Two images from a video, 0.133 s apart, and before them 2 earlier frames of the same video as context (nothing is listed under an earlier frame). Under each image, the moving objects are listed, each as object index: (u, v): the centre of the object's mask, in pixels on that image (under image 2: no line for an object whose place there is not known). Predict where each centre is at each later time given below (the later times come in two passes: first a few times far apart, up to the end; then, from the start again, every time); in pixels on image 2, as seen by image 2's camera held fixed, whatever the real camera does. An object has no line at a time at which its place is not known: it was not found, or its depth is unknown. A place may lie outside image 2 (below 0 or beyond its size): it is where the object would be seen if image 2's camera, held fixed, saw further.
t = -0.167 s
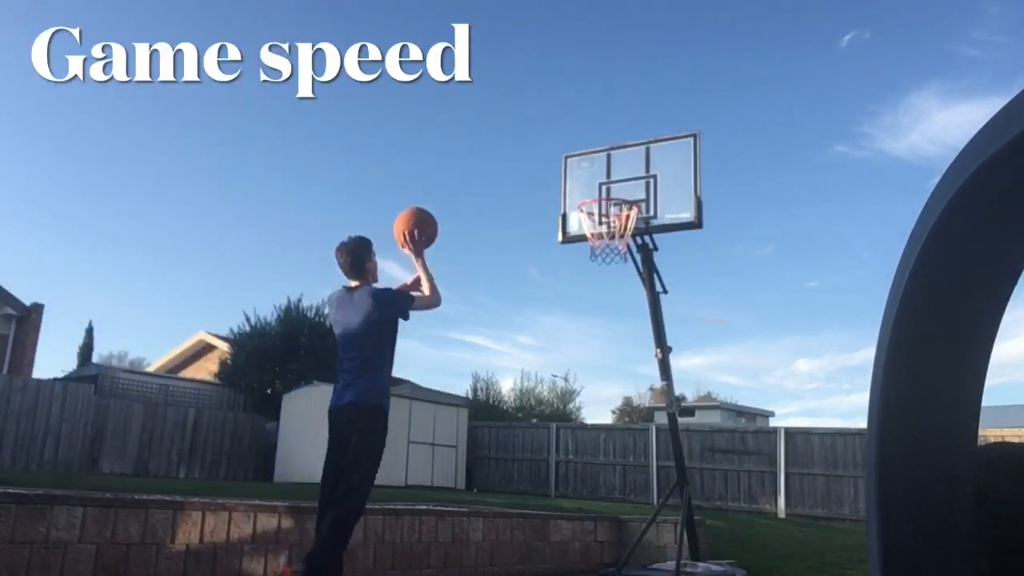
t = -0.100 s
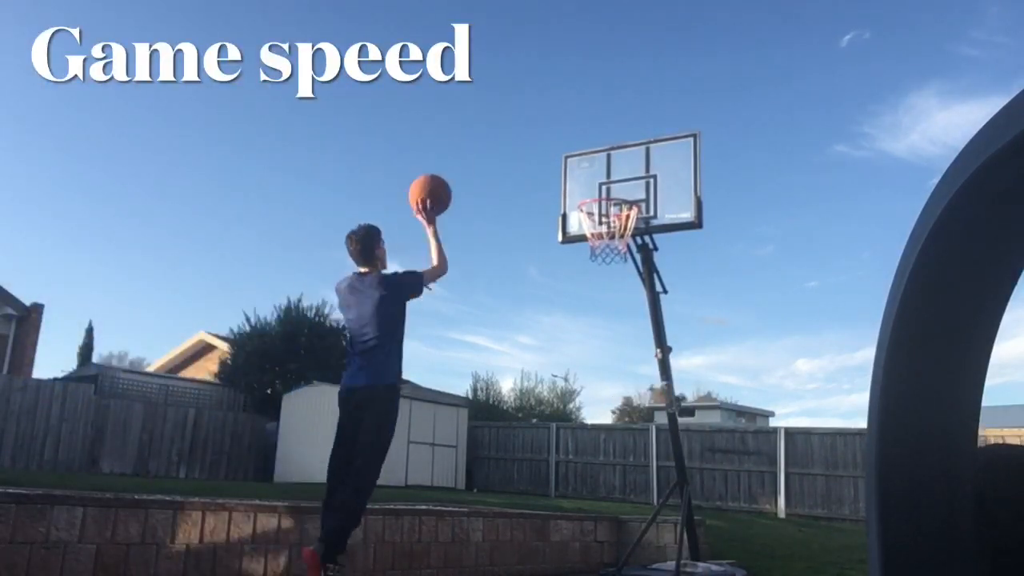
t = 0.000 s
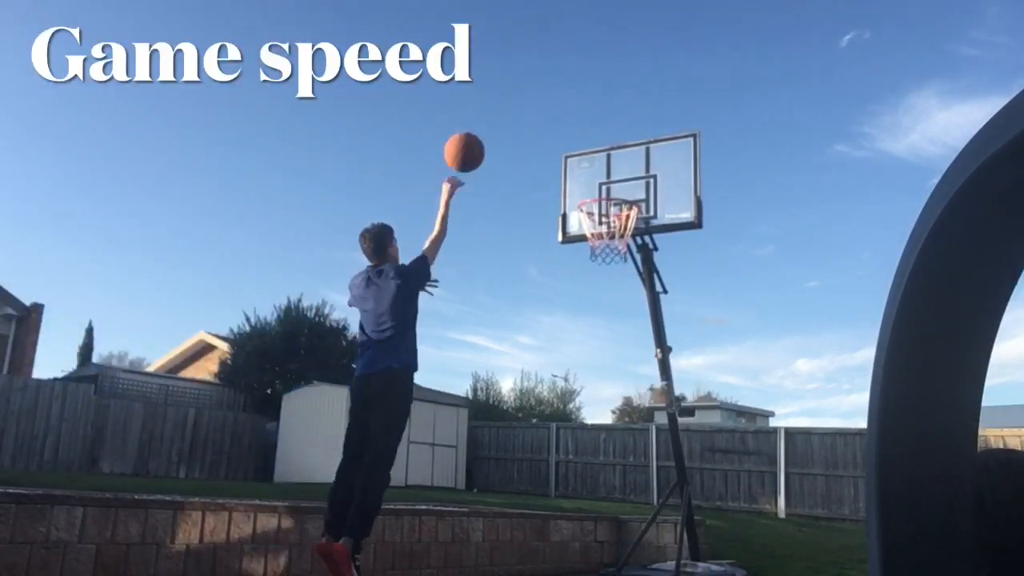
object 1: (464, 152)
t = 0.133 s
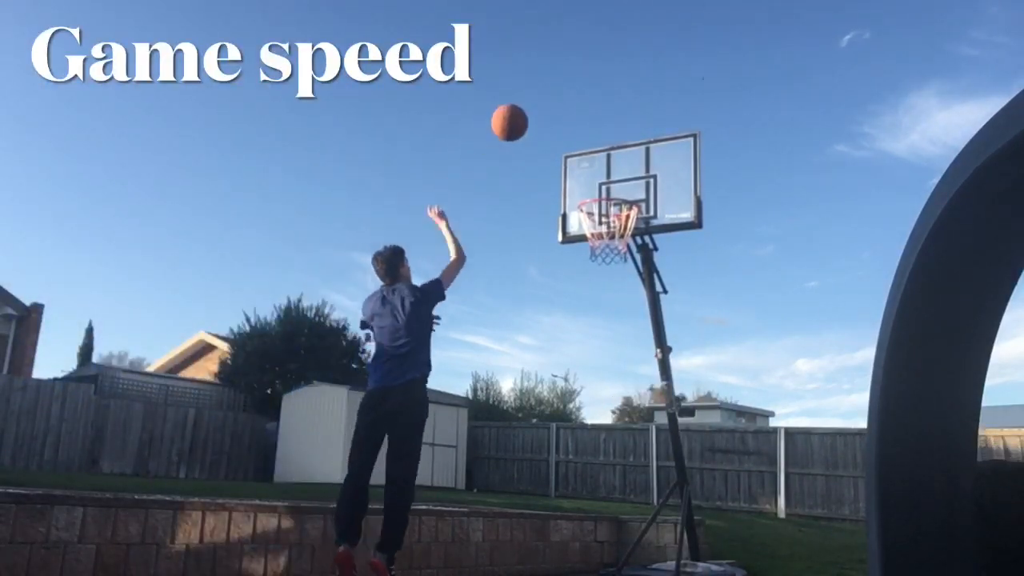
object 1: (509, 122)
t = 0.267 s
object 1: (547, 120)
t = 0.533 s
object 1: (608, 175)
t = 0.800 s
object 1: (589, 231)
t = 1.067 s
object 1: (549, 292)
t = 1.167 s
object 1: (534, 335)
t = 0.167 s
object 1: (519, 119)
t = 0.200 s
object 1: (529, 118)
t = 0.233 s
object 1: (538, 118)
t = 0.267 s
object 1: (547, 120)
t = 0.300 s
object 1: (555, 123)
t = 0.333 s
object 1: (564, 127)
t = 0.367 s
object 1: (571, 133)
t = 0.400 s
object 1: (579, 139)
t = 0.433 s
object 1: (587, 146)
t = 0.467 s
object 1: (594, 155)
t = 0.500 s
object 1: (601, 165)
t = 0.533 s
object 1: (608, 175)
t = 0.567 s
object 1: (615, 187)
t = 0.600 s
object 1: (621, 197)
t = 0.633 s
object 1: (621, 206)
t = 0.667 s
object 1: (618, 212)
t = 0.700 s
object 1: (615, 216)
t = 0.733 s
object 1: (610, 221)
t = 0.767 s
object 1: (599, 224)
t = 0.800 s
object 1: (589, 231)
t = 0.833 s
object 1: (584, 239)
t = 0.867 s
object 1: (578, 242)
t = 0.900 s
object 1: (574, 247)
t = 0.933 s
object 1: (569, 254)
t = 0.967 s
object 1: (564, 262)
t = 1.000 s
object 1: (559, 270)
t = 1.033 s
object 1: (554, 281)
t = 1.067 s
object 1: (549, 292)
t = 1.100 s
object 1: (544, 305)
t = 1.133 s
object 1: (539, 319)
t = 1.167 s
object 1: (534, 335)
